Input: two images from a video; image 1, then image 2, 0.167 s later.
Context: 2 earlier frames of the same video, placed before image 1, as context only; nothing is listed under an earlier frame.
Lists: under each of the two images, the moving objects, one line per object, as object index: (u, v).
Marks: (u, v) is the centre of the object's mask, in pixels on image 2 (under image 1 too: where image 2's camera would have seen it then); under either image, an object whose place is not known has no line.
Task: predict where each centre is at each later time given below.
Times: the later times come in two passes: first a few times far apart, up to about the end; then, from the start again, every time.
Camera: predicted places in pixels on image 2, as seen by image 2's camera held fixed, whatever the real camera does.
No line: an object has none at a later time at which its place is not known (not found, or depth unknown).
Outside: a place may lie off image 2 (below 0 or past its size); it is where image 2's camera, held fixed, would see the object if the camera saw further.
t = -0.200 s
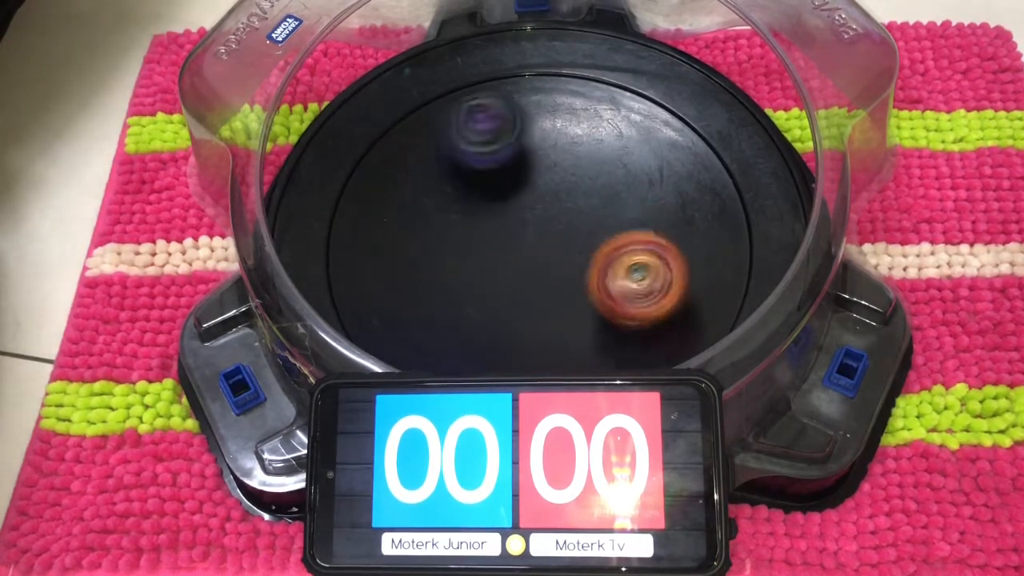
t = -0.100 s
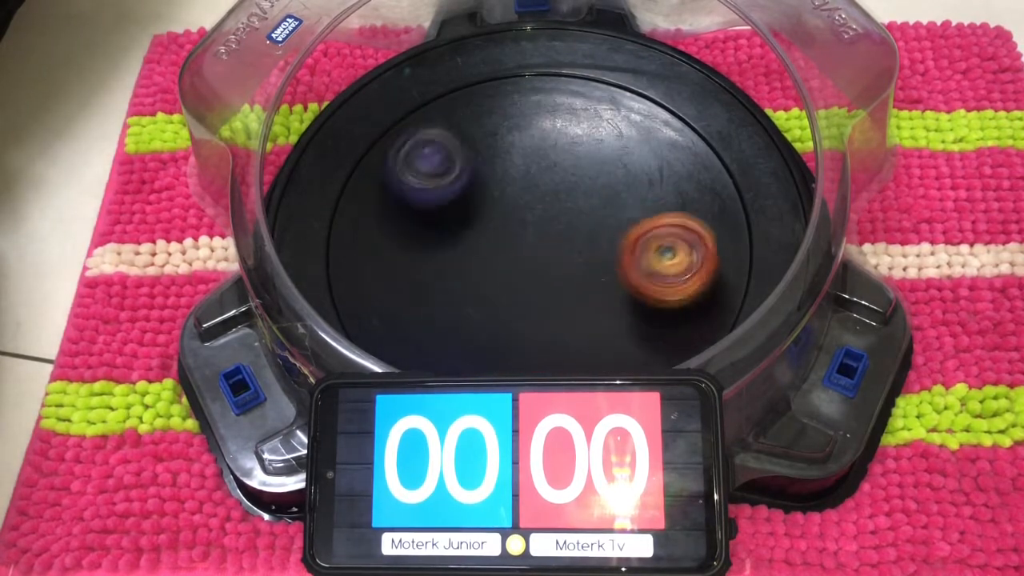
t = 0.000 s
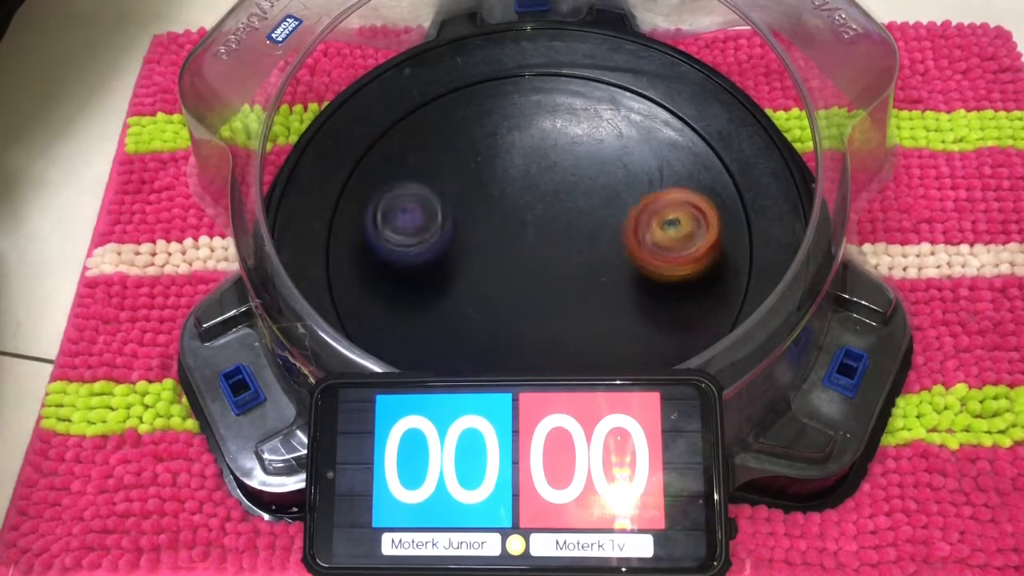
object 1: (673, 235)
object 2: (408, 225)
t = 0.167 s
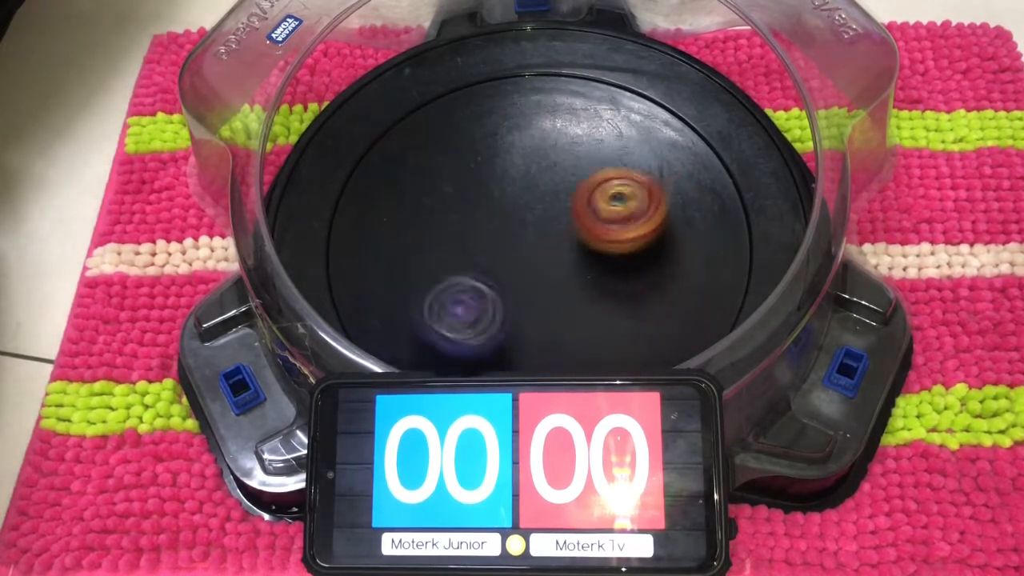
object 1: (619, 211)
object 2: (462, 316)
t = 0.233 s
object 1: (586, 209)
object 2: (508, 332)
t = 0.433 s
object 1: (480, 223)
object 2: (642, 300)
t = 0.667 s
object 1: (412, 268)
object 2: (647, 177)
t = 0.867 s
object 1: (459, 296)
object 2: (524, 144)
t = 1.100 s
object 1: (556, 252)
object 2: (419, 237)
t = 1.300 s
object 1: (602, 187)
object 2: (470, 335)
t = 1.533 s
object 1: (578, 148)
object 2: (619, 319)
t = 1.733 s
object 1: (531, 194)
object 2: (637, 211)
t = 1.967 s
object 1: (501, 284)
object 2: (520, 147)
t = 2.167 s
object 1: (518, 329)
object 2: (419, 193)
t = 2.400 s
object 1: (561, 302)
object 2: (450, 310)
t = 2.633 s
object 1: (651, 214)
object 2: (551, 328)
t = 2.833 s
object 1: (664, 151)
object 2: (589, 234)
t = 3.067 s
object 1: (625, 174)
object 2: (409, 172)
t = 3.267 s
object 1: (540, 222)
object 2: (335, 207)
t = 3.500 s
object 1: (472, 291)
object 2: (388, 270)
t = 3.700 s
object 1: (573, 330)
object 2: (423, 245)
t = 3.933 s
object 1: (546, 274)
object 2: (477, 174)
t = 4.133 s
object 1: (550, 266)
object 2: (490, 134)
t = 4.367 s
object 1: (550, 265)
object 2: (522, 170)
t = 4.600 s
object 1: (540, 277)
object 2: (599, 175)
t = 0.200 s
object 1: (604, 209)
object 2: (483, 327)
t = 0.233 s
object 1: (586, 209)
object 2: (508, 332)
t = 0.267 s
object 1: (568, 209)
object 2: (531, 334)
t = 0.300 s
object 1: (549, 211)
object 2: (555, 333)
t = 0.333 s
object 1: (531, 213)
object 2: (579, 331)
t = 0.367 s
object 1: (512, 215)
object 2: (603, 324)
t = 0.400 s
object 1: (495, 219)
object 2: (625, 314)
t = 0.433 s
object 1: (480, 223)
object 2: (642, 300)
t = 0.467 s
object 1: (464, 228)
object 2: (655, 282)
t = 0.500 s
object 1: (451, 233)
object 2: (663, 265)
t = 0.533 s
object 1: (439, 240)
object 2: (669, 245)
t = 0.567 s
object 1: (428, 246)
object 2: (669, 226)
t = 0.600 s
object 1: (421, 253)
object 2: (667, 207)
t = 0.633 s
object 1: (415, 260)
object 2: (659, 190)
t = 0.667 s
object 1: (412, 268)
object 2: (647, 177)
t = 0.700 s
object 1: (412, 276)
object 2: (632, 164)
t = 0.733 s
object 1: (416, 284)
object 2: (613, 154)
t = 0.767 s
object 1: (424, 291)
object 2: (592, 146)
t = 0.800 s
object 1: (434, 295)
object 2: (568, 142)
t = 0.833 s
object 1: (447, 297)
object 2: (545, 141)
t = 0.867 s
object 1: (459, 296)
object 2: (524, 144)
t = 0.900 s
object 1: (471, 294)
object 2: (502, 149)
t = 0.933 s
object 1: (484, 291)
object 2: (481, 158)
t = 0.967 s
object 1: (498, 287)
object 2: (462, 170)
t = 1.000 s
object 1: (514, 280)
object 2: (446, 184)
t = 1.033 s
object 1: (529, 271)
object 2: (434, 200)
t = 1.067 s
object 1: (543, 262)
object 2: (425, 220)
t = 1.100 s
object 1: (556, 252)
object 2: (419, 237)
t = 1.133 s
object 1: (567, 240)
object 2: (418, 256)
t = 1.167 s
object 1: (578, 229)
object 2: (421, 275)
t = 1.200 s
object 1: (587, 217)
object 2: (428, 294)
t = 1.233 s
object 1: (593, 206)
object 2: (439, 310)
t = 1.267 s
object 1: (598, 195)
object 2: (453, 325)
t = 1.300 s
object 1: (602, 187)
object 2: (470, 335)
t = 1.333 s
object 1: (603, 177)
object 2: (488, 339)
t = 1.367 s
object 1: (604, 170)
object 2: (510, 342)
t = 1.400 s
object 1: (603, 160)
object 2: (535, 343)
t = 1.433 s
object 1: (600, 154)
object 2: (558, 341)
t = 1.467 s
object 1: (594, 149)
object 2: (582, 337)
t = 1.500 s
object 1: (586, 147)
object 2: (602, 330)
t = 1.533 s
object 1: (578, 148)
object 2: (619, 319)
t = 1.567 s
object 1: (569, 153)
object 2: (633, 304)
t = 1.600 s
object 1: (561, 159)
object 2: (643, 286)
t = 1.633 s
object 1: (554, 167)
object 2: (648, 264)
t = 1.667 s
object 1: (546, 174)
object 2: (649, 247)
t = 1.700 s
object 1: (539, 184)
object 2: (645, 230)
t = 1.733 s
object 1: (531, 194)
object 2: (637, 211)
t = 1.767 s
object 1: (524, 205)
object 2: (628, 194)
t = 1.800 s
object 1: (517, 218)
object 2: (615, 181)
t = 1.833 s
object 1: (512, 232)
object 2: (600, 170)
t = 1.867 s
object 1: (507, 245)
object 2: (581, 160)
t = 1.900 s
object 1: (504, 259)
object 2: (563, 152)
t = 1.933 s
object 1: (502, 271)
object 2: (542, 149)
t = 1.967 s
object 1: (501, 284)
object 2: (520, 147)
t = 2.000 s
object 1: (500, 294)
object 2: (503, 147)
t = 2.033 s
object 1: (502, 304)
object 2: (483, 150)
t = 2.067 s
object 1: (503, 313)
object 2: (464, 157)
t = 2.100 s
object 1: (507, 320)
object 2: (446, 166)
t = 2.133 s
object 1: (513, 326)
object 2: (431, 178)
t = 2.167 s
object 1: (518, 329)
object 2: (419, 193)
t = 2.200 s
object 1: (526, 331)
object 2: (412, 210)
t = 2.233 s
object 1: (535, 331)
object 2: (408, 226)
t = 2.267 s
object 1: (543, 328)
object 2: (407, 245)
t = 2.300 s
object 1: (550, 324)
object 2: (411, 263)
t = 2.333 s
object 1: (555, 319)
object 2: (419, 281)
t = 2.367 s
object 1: (560, 310)
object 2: (433, 296)
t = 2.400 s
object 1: (561, 302)
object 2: (450, 310)
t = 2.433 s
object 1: (567, 292)
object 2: (469, 320)
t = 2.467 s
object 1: (586, 279)
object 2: (473, 327)
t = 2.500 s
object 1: (605, 264)
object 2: (481, 332)
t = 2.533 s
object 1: (619, 249)
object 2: (493, 335)
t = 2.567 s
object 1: (632, 238)
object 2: (512, 335)
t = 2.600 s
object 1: (642, 227)
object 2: (531, 333)
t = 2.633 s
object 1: (651, 214)
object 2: (551, 328)
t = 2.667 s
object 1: (659, 200)
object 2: (568, 319)
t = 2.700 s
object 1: (665, 188)
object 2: (581, 304)
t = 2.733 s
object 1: (669, 176)
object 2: (590, 286)
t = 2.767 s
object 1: (669, 166)
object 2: (594, 268)
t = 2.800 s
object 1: (668, 159)
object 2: (595, 250)
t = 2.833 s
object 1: (664, 151)
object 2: (589, 234)
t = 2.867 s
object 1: (657, 146)
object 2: (583, 218)
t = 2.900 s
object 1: (650, 143)
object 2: (575, 201)
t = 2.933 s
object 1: (651, 144)
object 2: (536, 191)
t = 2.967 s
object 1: (652, 148)
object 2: (500, 182)
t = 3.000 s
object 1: (646, 156)
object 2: (466, 176)
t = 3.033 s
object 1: (636, 166)
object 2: (433, 172)
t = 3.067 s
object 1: (625, 174)
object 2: (409, 172)
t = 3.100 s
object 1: (613, 183)
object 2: (392, 174)
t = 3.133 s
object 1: (601, 191)
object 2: (377, 178)
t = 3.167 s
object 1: (587, 199)
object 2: (364, 184)
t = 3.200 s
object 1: (573, 206)
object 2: (352, 191)
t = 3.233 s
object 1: (556, 214)
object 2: (343, 198)
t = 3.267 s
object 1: (540, 222)
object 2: (335, 207)
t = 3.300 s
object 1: (523, 230)
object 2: (334, 217)
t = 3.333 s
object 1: (507, 238)
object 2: (339, 229)
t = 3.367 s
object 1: (492, 247)
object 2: (346, 241)
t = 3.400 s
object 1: (480, 257)
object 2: (355, 253)
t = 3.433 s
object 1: (469, 265)
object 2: (364, 265)
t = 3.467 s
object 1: (467, 277)
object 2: (377, 274)
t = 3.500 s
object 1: (472, 291)
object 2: (388, 270)
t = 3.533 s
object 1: (485, 310)
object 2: (392, 269)
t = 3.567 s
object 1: (501, 326)
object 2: (397, 265)
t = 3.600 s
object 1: (518, 331)
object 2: (402, 260)
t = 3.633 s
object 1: (539, 333)
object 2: (408, 256)
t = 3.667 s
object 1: (558, 333)
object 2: (415, 251)
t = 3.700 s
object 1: (573, 330)
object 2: (423, 245)
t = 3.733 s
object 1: (579, 324)
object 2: (432, 237)
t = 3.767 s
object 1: (580, 311)
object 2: (442, 228)
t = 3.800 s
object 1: (577, 300)
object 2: (452, 216)
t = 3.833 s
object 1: (572, 290)
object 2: (459, 206)
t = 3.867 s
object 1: (563, 283)
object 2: (465, 196)
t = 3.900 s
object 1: (554, 277)
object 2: (472, 184)
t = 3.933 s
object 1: (546, 274)
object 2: (477, 174)
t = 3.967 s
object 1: (542, 272)
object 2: (482, 165)
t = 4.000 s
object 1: (542, 271)
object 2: (486, 156)
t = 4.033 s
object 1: (544, 269)
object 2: (488, 148)
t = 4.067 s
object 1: (546, 268)
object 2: (490, 141)
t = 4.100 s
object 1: (548, 266)
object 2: (491, 137)
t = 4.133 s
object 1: (550, 266)
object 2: (490, 134)
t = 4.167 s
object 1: (552, 265)
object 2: (490, 134)
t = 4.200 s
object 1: (553, 264)
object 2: (491, 135)
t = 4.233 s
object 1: (554, 264)
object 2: (492, 140)
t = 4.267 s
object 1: (554, 264)
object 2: (497, 147)
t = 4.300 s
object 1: (553, 264)
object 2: (504, 155)
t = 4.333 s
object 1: (551, 265)
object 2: (512, 162)
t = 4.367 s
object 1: (550, 265)
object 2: (522, 170)
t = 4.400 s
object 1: (549, 266)
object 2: (533, 177)
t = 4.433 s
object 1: (547, 267)
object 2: (547, 184)
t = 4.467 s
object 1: (546, 272)
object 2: (558, 185)
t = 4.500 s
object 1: (546, 275)
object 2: (569, 183)
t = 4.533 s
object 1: (544, 276)
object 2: (580, 181)
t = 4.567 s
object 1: (542, 276)
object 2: (590, 178)
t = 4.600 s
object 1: (540, 277)
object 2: (599, 175)
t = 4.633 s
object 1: (538, 278)
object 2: (607, 171)
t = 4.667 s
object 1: (536, 279)
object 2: (612, 166)
